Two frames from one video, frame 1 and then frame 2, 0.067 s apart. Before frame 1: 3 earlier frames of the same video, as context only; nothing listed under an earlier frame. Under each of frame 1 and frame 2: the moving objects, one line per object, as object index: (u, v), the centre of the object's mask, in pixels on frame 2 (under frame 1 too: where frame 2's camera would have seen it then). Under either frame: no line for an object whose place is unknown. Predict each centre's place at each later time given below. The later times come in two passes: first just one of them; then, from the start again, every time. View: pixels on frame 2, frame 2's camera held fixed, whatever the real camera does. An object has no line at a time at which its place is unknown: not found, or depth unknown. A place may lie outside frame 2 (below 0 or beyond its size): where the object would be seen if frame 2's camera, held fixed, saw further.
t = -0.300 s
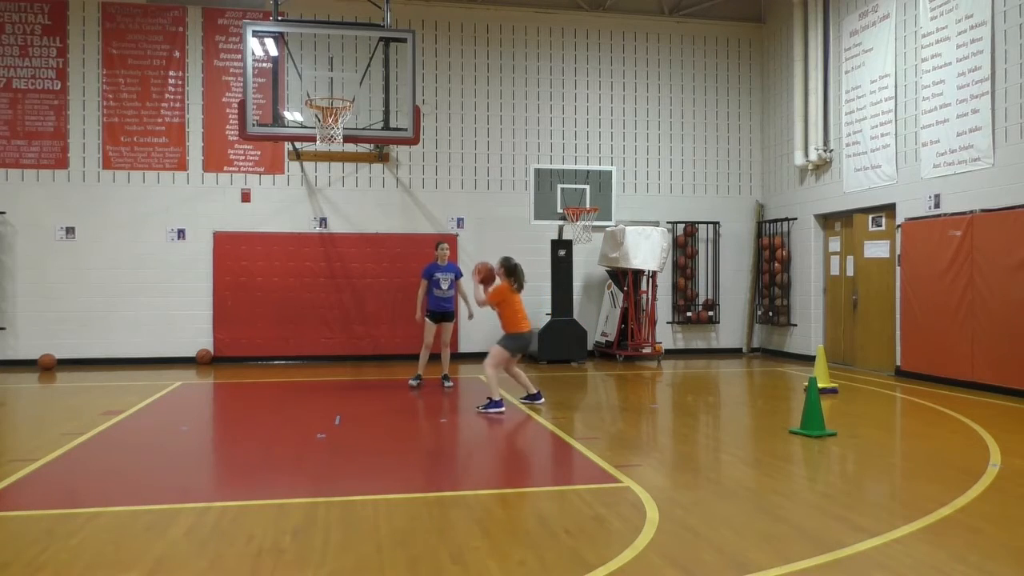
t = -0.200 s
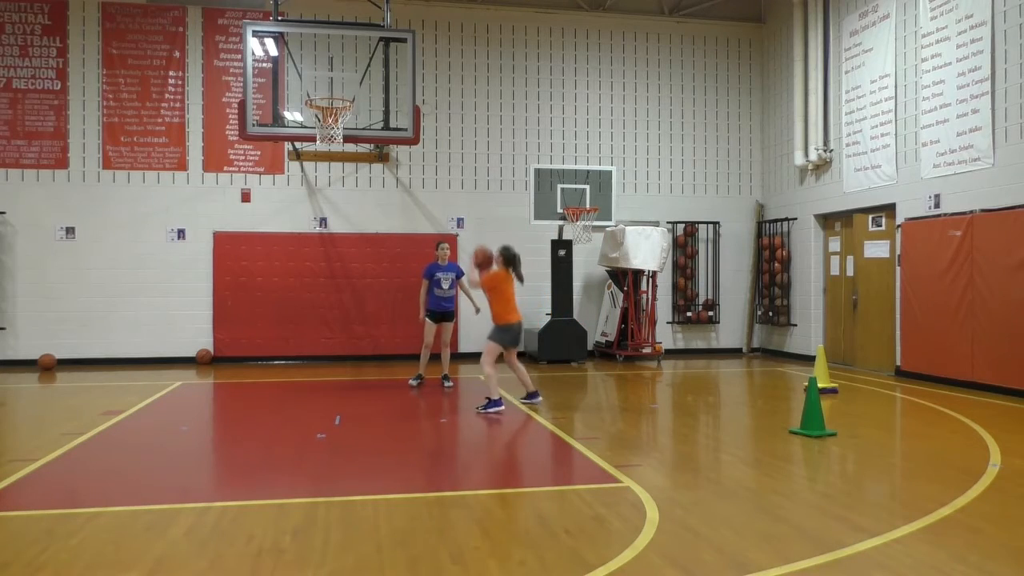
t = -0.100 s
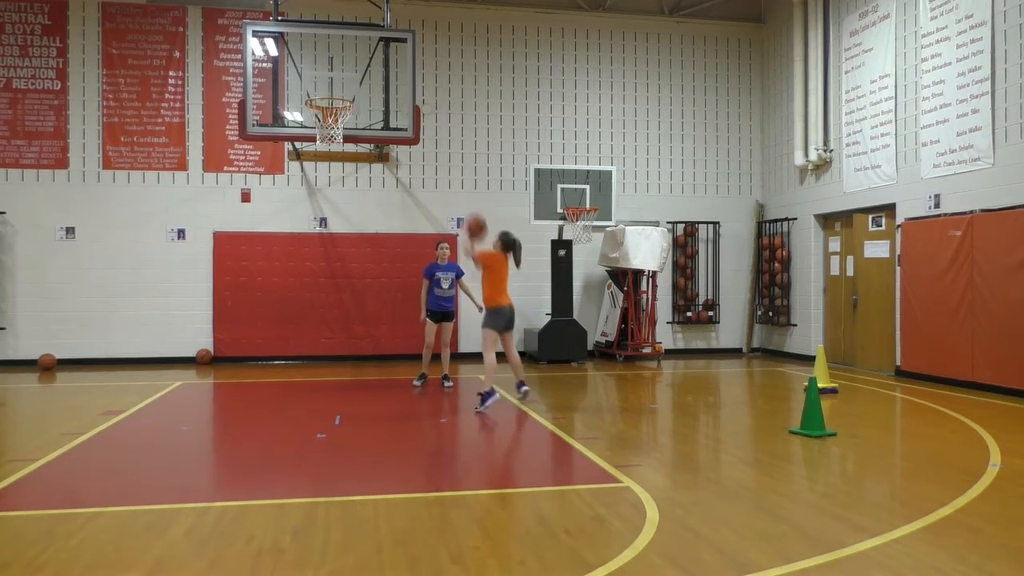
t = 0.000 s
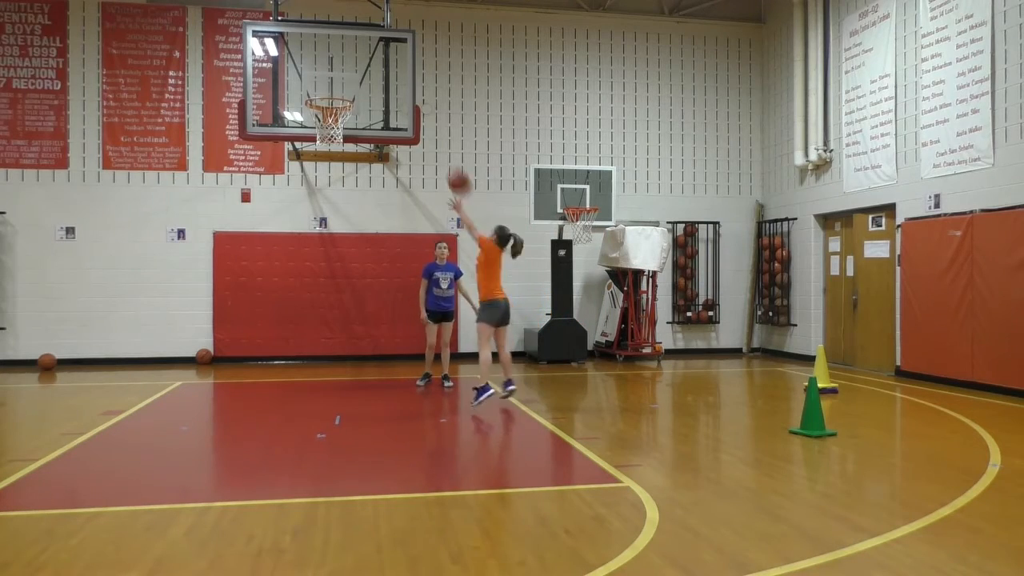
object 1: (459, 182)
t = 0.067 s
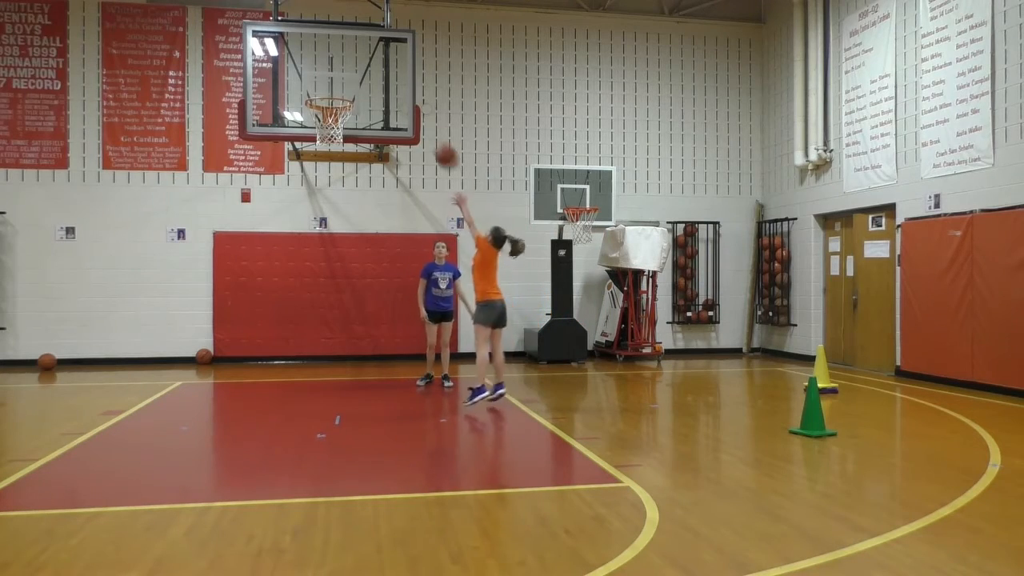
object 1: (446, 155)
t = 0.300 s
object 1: (403, 100)
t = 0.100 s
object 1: (440, 144)
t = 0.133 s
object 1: (434, 135)
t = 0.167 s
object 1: (428, 126)
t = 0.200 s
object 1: (421, 116)
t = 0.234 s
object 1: (416, 110)
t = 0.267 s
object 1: (409, 105)
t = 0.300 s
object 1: (403, 100)
